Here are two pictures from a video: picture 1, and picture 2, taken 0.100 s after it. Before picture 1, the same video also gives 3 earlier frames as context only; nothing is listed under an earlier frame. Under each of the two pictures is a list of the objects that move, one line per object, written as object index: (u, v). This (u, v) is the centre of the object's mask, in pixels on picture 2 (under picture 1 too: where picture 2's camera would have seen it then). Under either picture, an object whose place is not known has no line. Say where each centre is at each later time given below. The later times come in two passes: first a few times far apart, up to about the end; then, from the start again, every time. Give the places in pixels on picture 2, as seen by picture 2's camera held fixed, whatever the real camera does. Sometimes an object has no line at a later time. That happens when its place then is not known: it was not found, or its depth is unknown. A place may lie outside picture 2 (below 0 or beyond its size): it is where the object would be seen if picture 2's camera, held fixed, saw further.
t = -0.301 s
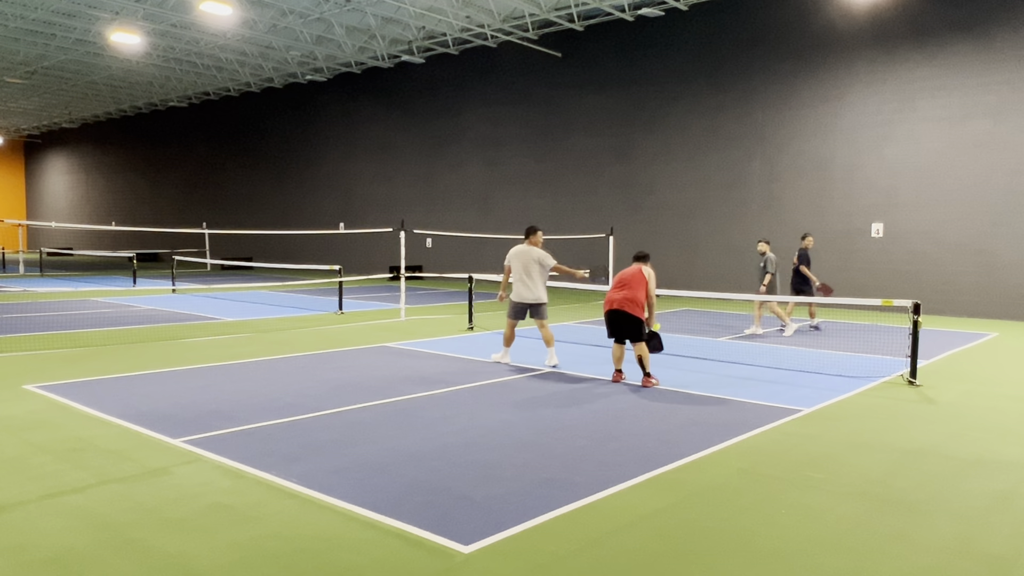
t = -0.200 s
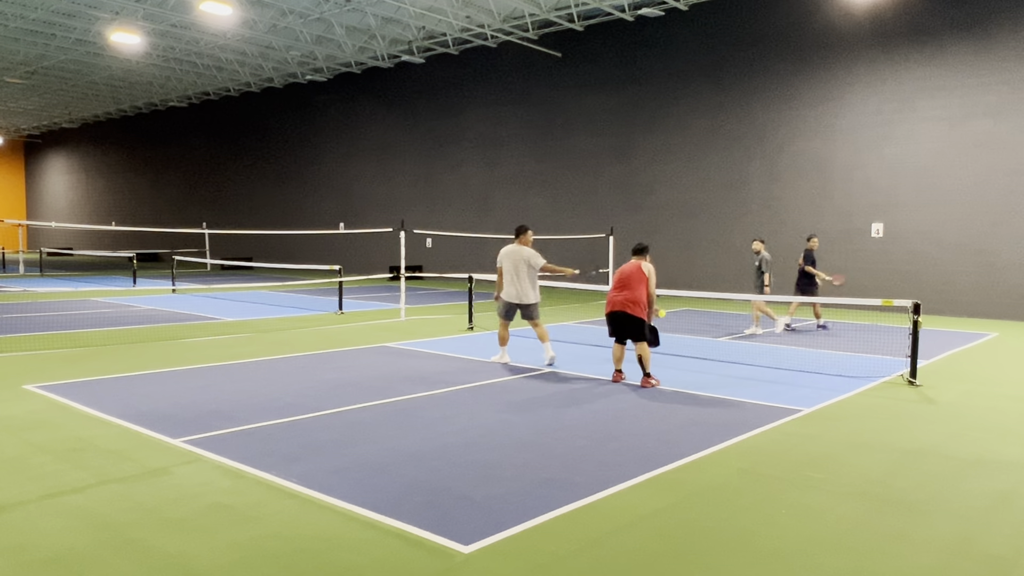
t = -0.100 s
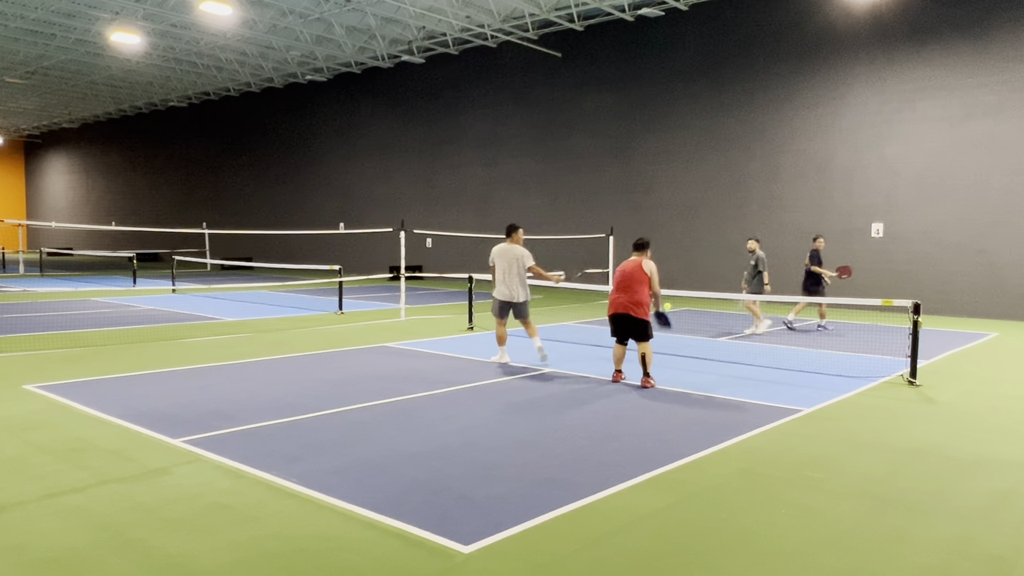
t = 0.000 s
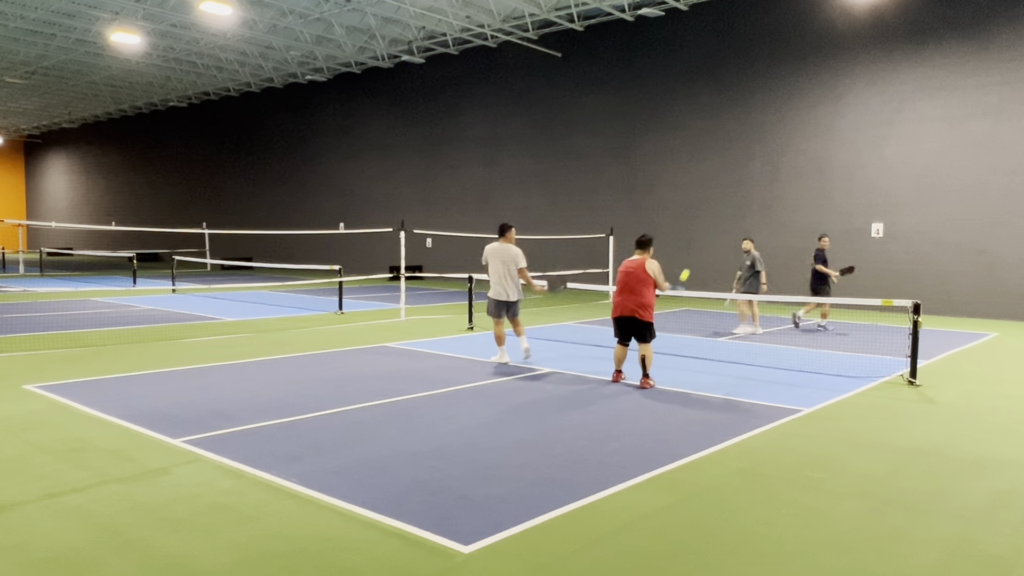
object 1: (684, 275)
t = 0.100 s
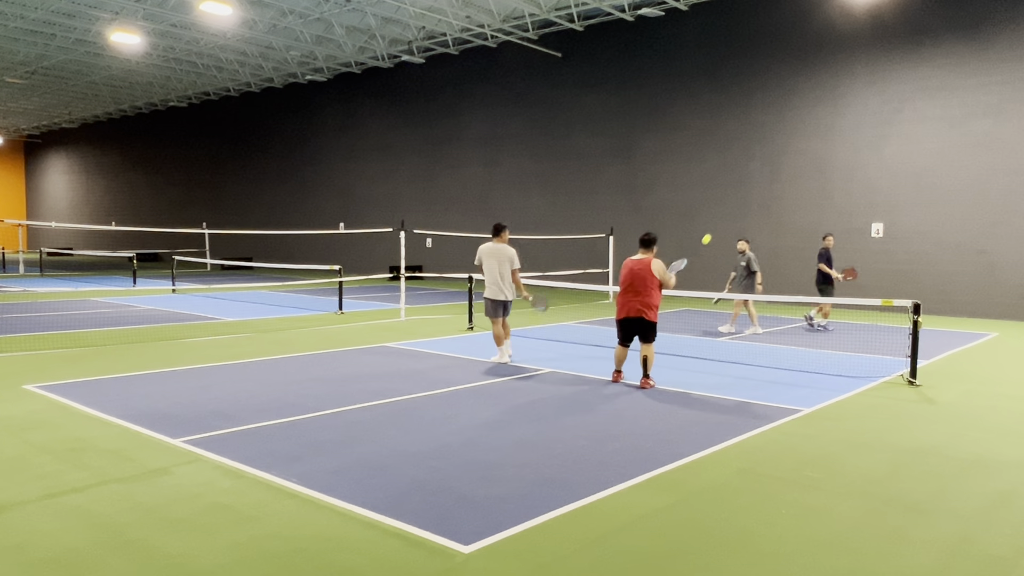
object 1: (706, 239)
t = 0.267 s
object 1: (739, 203)
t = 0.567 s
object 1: (786, 200)
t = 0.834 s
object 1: (819, 251)
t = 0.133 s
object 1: (713, 230)
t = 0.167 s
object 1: (720, 221)
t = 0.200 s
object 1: (726, 214)
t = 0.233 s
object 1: (733, 208)
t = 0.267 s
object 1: (739, 203)
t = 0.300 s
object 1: (745, 199)
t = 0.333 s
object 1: (750, 196)
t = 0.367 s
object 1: (756, 194)
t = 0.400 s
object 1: (761, 193)
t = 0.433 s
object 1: (767, 192)
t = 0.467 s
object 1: (772, 193)
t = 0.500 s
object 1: (777, 195)
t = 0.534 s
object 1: (782, 197)
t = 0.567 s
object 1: (786, 200)
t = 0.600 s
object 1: (791, 204)
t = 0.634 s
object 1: (795, 209)
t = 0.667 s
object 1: (800, 214)
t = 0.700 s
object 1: (804, 220)
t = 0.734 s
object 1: (808, 227)
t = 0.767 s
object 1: (812, 234)
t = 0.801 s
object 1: (815, 242)
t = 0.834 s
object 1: (819, 251)
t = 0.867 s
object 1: (823, 260)
